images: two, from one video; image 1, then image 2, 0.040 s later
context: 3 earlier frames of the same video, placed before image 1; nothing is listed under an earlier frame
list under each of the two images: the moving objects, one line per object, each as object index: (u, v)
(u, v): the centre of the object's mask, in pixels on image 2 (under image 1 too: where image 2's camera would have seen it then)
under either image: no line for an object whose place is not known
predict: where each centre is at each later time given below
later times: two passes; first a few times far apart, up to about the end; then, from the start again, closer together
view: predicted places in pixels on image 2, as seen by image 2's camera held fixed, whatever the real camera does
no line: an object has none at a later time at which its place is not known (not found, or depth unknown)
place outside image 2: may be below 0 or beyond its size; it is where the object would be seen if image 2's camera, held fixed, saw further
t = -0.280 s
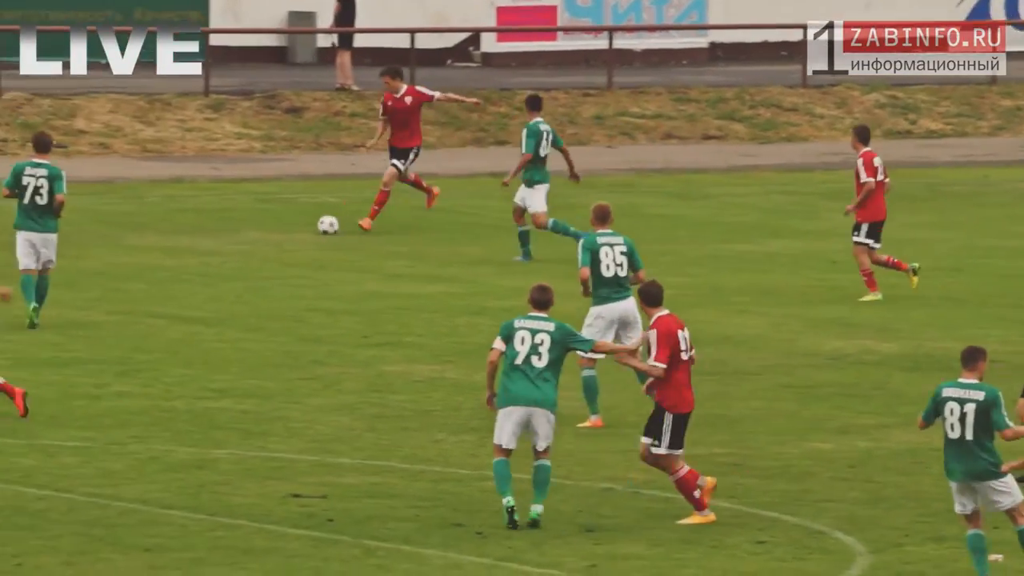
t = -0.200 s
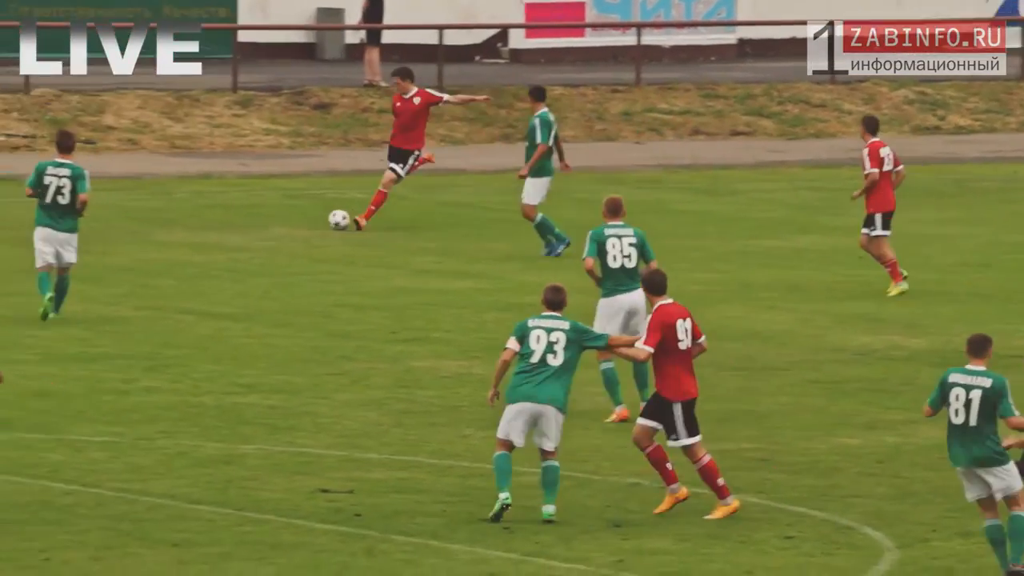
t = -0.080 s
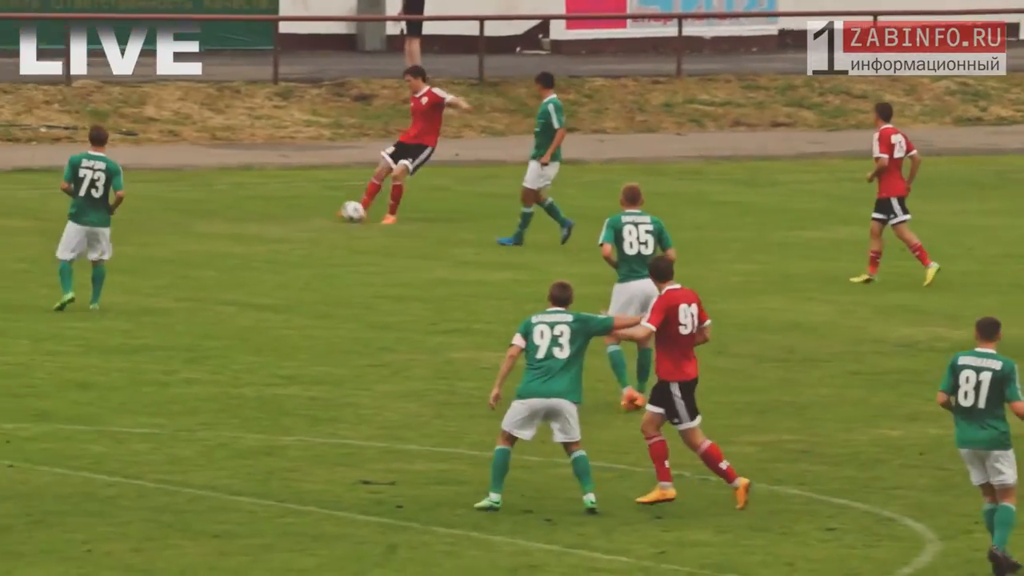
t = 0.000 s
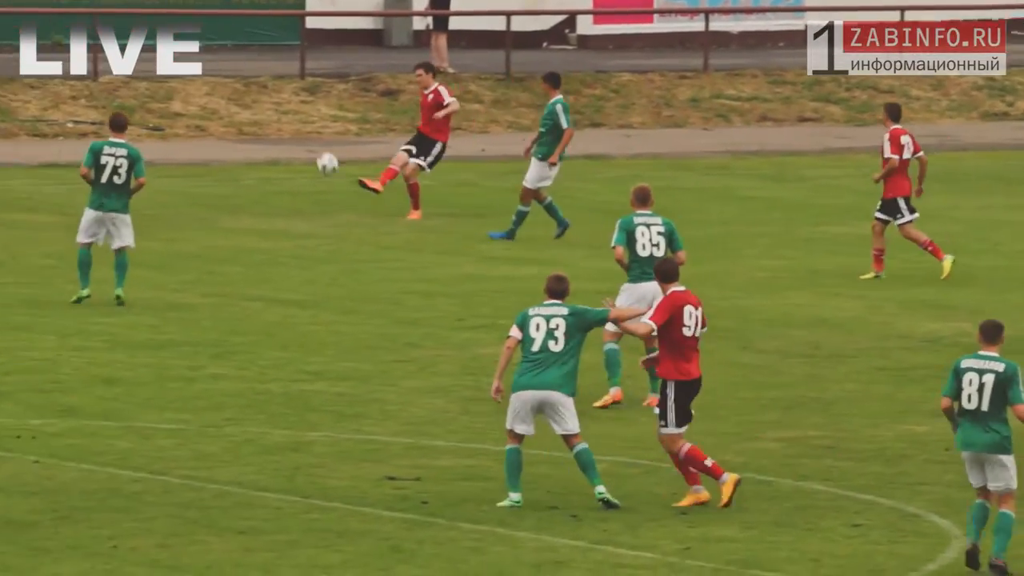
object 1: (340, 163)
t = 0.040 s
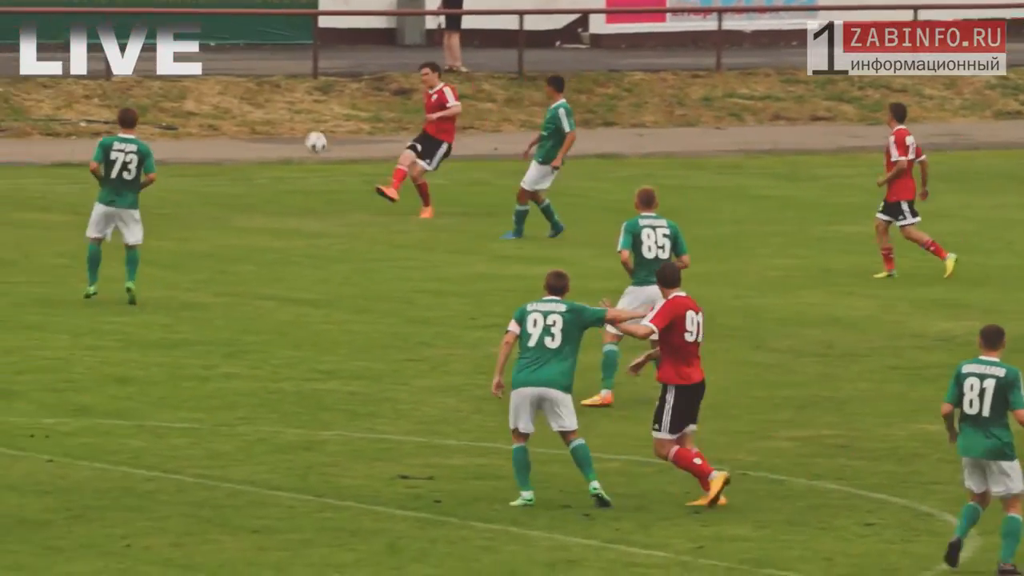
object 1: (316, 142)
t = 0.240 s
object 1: (211, 62)
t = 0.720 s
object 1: (68, 37)
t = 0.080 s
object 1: (293, 124)
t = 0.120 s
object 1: (270, 106)
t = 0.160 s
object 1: (250, 90)
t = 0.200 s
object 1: (230, 76)
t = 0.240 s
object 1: (211, 62)
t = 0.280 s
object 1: (193, 51)
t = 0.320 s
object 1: (176, 41)
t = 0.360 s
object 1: (161, 33)
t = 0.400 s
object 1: (147, 27)
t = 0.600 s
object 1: (88, 19)
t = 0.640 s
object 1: (81, 23)
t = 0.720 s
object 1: (68, 37)
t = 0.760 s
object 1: (63, 47)
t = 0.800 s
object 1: (60, 59)
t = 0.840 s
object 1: (56, 74)
